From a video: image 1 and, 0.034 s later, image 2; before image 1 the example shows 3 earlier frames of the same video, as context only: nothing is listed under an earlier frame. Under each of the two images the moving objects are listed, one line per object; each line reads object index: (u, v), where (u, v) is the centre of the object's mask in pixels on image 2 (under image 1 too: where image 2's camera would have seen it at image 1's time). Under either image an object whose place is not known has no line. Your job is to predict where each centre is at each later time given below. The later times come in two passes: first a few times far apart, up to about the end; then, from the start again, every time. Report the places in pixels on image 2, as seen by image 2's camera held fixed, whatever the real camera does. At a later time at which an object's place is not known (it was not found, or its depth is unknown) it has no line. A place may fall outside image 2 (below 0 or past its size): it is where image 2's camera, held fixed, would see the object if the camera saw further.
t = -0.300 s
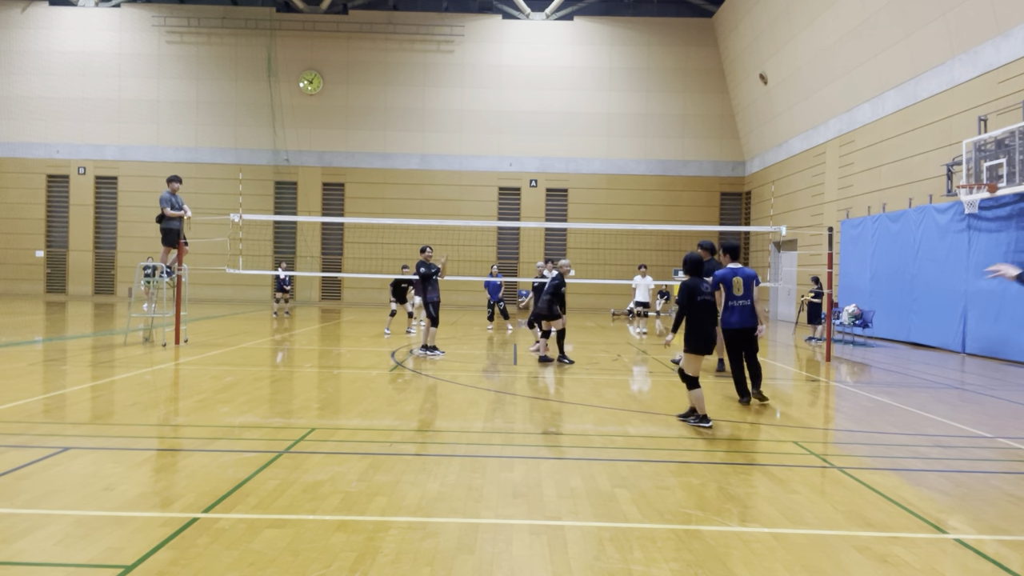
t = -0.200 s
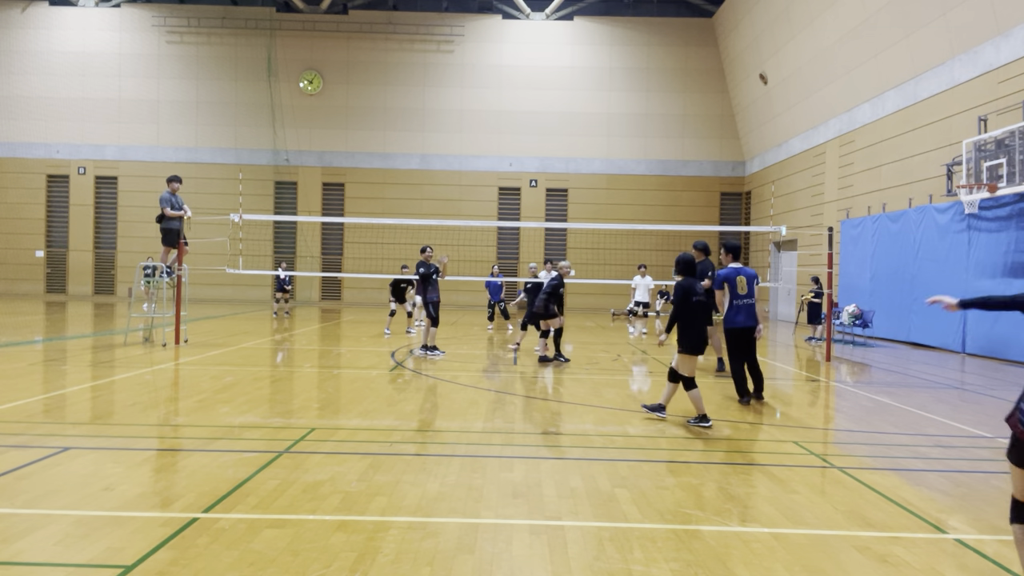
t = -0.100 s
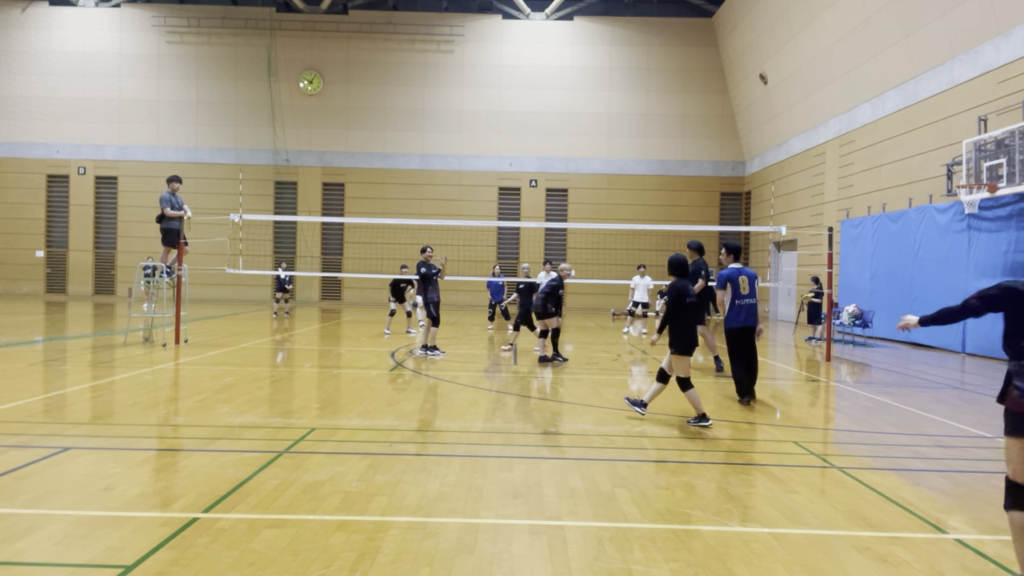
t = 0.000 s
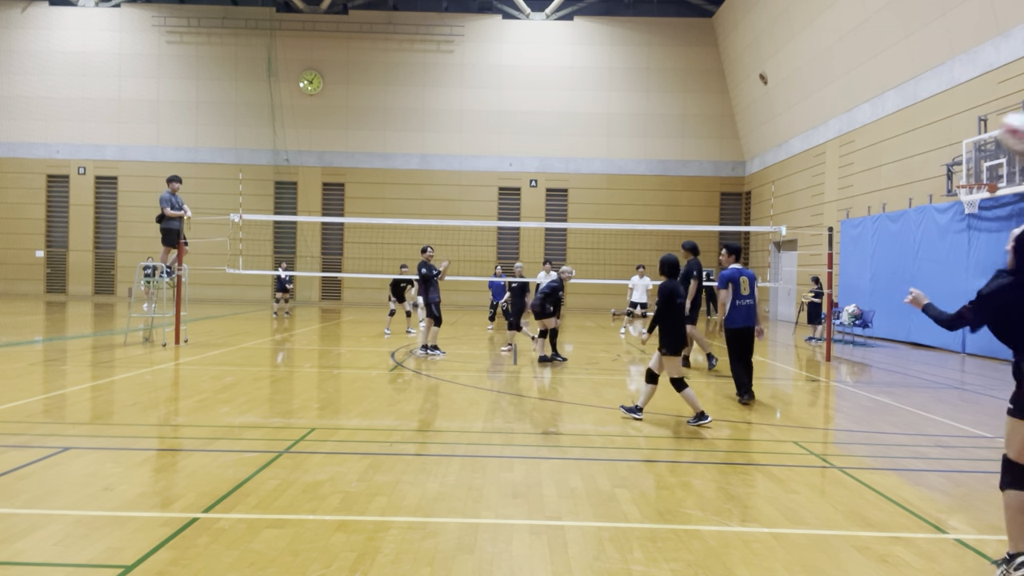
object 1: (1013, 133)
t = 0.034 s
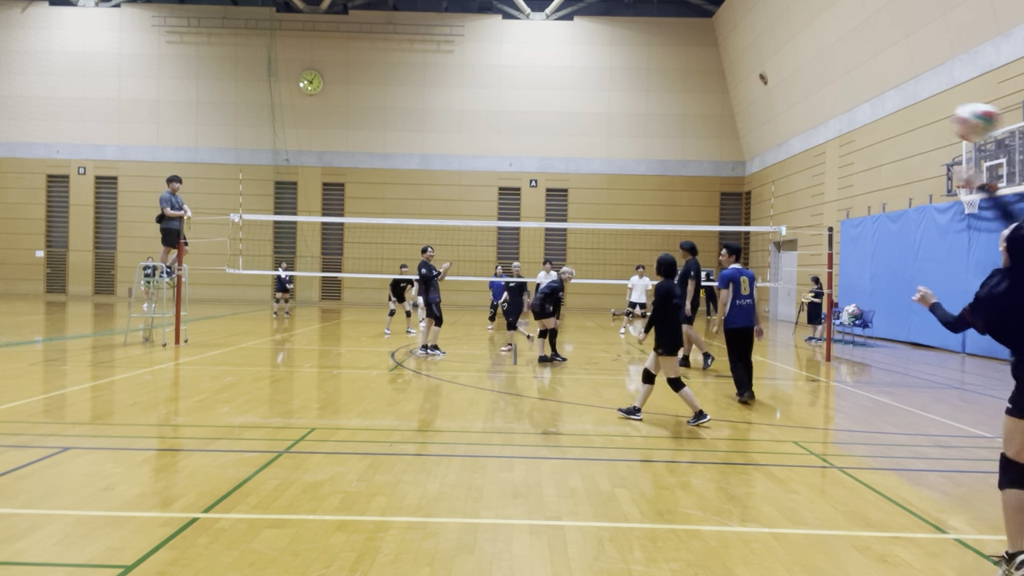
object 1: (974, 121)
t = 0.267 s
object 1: (801, 112)
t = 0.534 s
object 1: (725, 151)
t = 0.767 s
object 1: (691, 197)
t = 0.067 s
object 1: (935, 114)
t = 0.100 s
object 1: (903, 109)
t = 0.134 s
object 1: (875, 107)
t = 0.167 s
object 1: (852, 106)
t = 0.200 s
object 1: (832, 107)
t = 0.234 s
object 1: (815, 109)
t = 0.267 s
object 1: (801, 112)
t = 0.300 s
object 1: (787, 116)
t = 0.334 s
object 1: (775, 120)
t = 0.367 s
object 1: (764, 124)
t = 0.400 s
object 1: (755, 129)
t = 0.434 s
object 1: (746, 134)
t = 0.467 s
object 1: (738, 140)
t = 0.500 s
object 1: (731, 145)
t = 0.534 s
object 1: (725, 151)
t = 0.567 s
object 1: (719, 157)
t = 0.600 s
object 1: (713, 163)
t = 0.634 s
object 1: (708, 170)
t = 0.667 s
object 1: (703, 176)
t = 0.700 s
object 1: (698, 183)
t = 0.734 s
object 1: (694, 189)
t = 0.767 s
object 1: (691, 197)
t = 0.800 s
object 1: (686, 204)
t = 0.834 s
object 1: (683, 212)
